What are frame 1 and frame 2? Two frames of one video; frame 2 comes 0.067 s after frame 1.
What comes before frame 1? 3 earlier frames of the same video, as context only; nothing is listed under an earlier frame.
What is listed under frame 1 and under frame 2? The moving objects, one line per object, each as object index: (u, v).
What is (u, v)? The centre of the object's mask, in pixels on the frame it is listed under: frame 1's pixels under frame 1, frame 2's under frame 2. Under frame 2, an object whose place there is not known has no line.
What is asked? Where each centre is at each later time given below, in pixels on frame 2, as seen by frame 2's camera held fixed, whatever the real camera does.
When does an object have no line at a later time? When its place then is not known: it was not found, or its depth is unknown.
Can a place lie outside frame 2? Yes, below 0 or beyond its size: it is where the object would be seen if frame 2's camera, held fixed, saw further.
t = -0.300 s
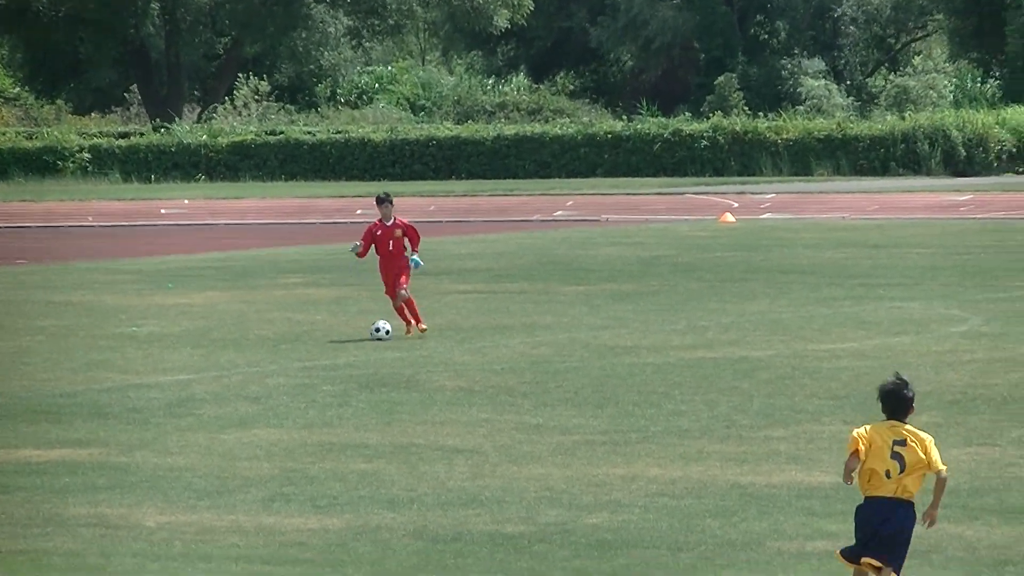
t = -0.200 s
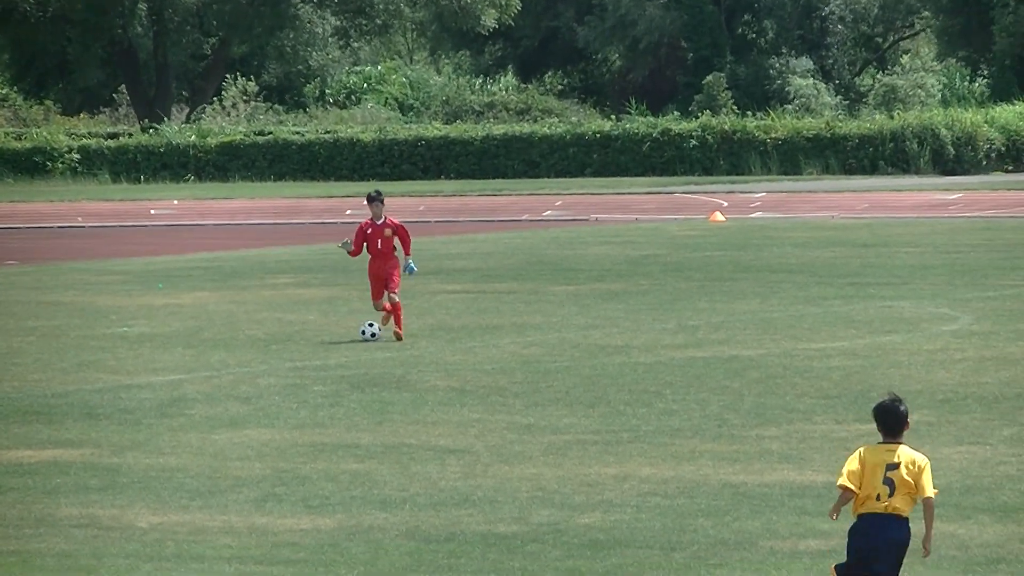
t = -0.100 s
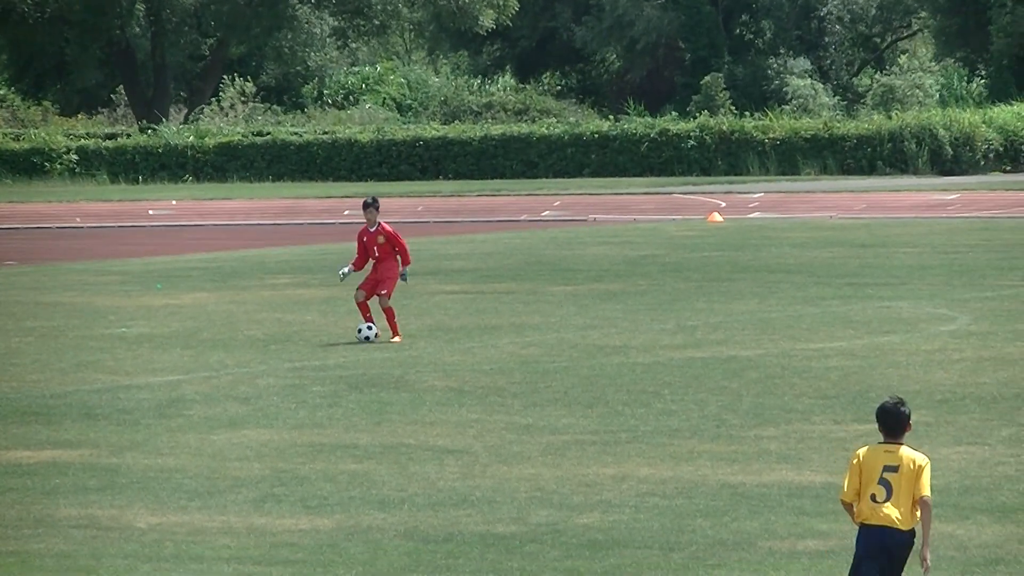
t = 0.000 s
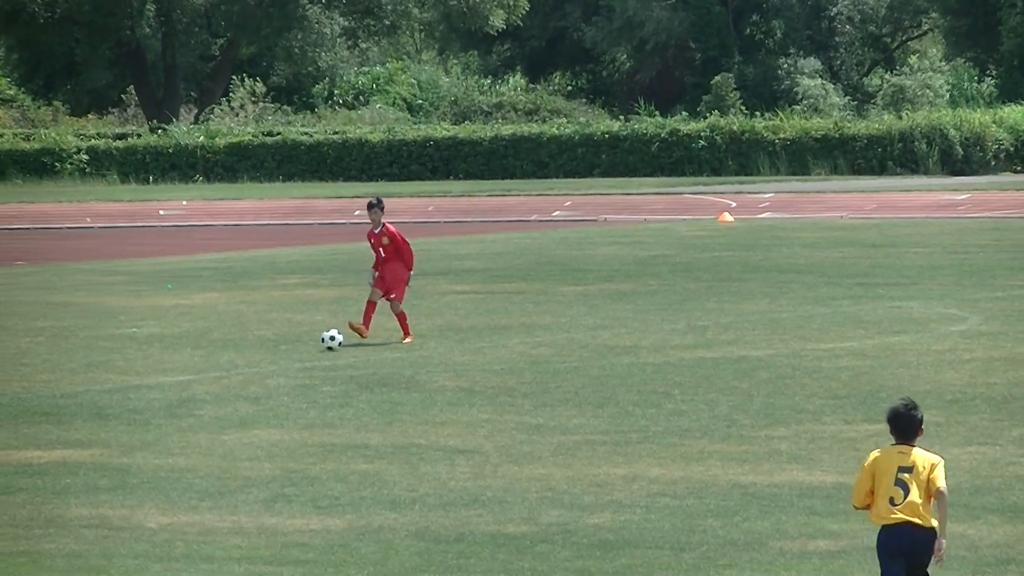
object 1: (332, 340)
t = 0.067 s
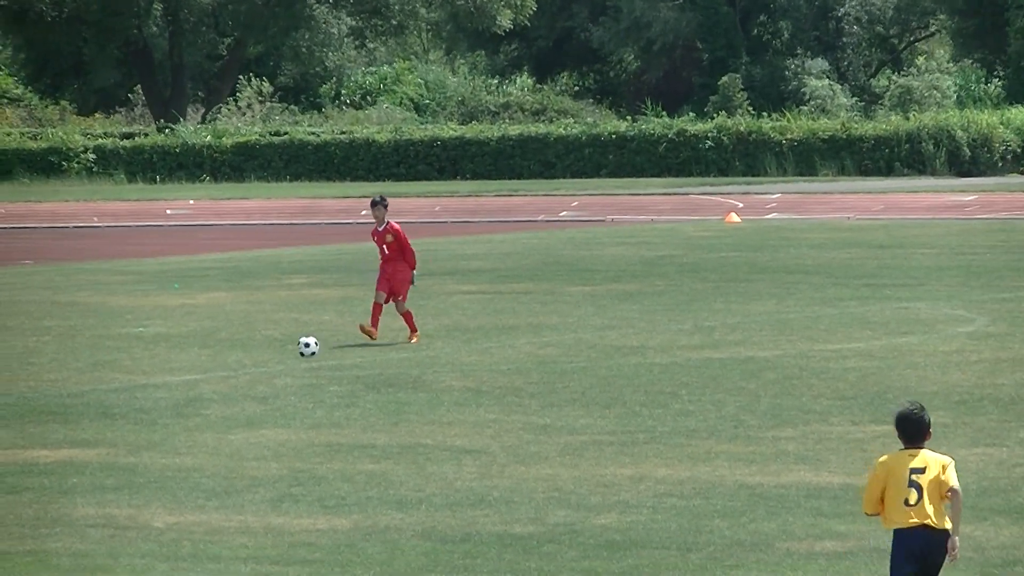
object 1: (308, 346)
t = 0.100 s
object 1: (294, 348)
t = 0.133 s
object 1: (281, 350)
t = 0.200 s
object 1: (254, 355)
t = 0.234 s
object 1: (240, 358)
